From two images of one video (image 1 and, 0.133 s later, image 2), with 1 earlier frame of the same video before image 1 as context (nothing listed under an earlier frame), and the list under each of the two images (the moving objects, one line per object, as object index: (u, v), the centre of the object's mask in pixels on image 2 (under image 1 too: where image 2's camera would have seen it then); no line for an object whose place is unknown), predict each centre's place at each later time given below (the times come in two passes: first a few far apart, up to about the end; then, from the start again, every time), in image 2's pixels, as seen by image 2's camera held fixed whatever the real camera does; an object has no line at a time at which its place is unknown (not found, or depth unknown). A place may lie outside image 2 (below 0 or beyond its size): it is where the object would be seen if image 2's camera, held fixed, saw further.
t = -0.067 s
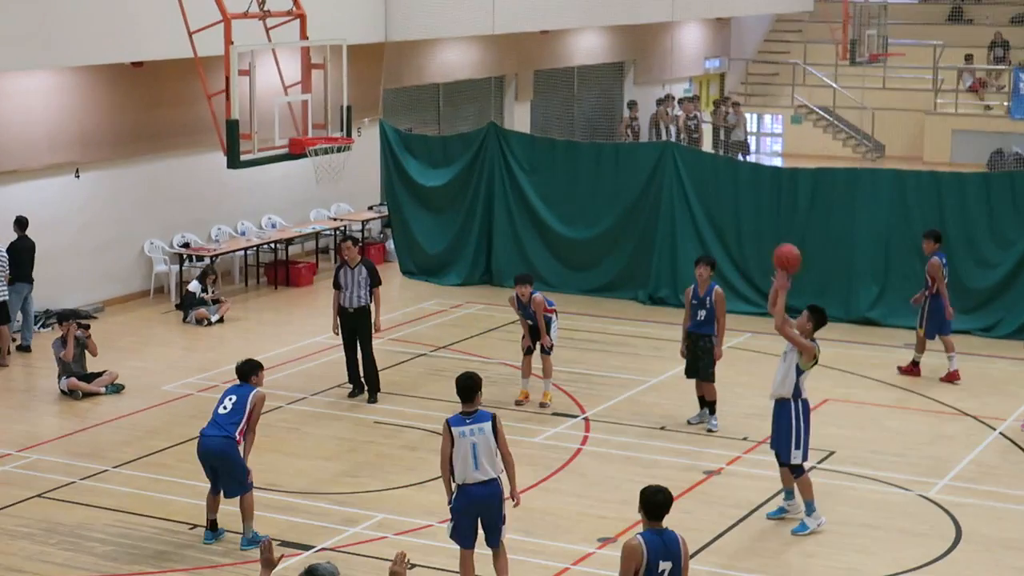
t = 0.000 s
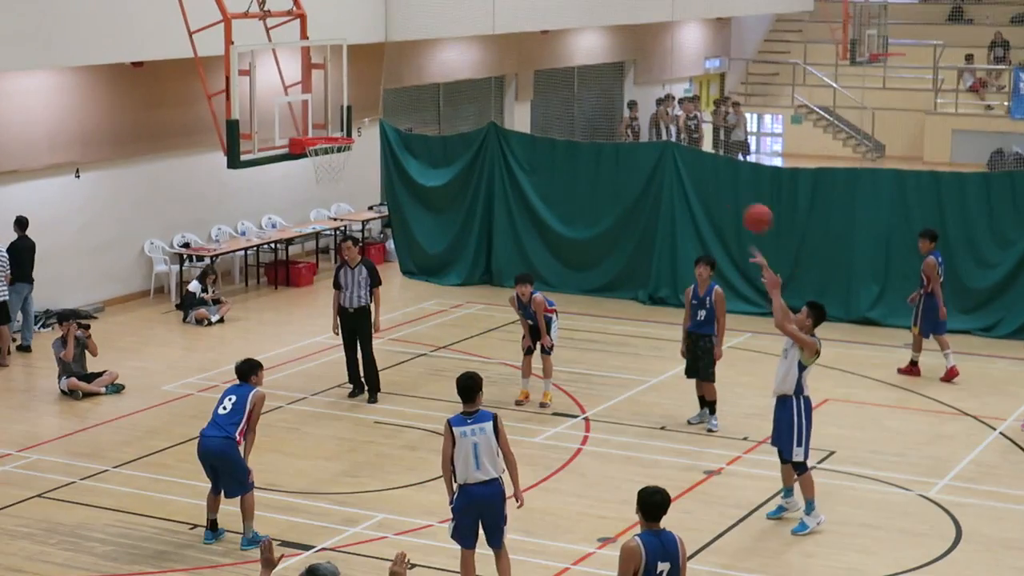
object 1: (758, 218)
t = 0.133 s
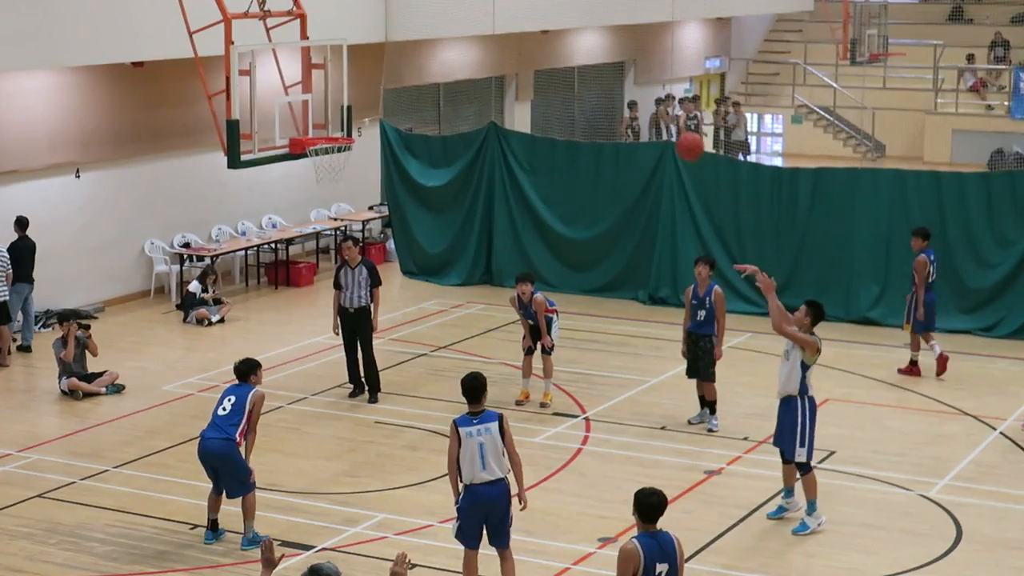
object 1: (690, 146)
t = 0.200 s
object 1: (656, 118)
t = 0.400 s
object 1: (559, 65)
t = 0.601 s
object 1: (467, 58)
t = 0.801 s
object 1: (381, 93)
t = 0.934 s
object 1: (328, 133)
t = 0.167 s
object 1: (673, 131)
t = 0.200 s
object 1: (656, 118)
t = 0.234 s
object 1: (639, 106)
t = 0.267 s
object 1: (624, 95)
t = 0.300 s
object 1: (607, 85)
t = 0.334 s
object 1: (591, 78)
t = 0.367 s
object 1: (575, 71)
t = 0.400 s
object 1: (559, 65)
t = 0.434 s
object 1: (543, 62)
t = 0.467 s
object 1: (528, 59)
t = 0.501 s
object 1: (512, 57)
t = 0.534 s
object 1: (497, 56)
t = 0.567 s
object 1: (482, 57)
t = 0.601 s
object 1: (467, 58)
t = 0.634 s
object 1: (453, 61)
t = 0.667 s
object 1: (438, 65)
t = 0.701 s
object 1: (424, 71)
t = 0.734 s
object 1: (410, 77)
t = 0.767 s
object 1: (395, 84)
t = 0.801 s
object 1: (381, 93)
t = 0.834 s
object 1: (368, 102)
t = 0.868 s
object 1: (355, 113)
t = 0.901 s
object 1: (341, 124)
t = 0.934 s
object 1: (328, 133)
